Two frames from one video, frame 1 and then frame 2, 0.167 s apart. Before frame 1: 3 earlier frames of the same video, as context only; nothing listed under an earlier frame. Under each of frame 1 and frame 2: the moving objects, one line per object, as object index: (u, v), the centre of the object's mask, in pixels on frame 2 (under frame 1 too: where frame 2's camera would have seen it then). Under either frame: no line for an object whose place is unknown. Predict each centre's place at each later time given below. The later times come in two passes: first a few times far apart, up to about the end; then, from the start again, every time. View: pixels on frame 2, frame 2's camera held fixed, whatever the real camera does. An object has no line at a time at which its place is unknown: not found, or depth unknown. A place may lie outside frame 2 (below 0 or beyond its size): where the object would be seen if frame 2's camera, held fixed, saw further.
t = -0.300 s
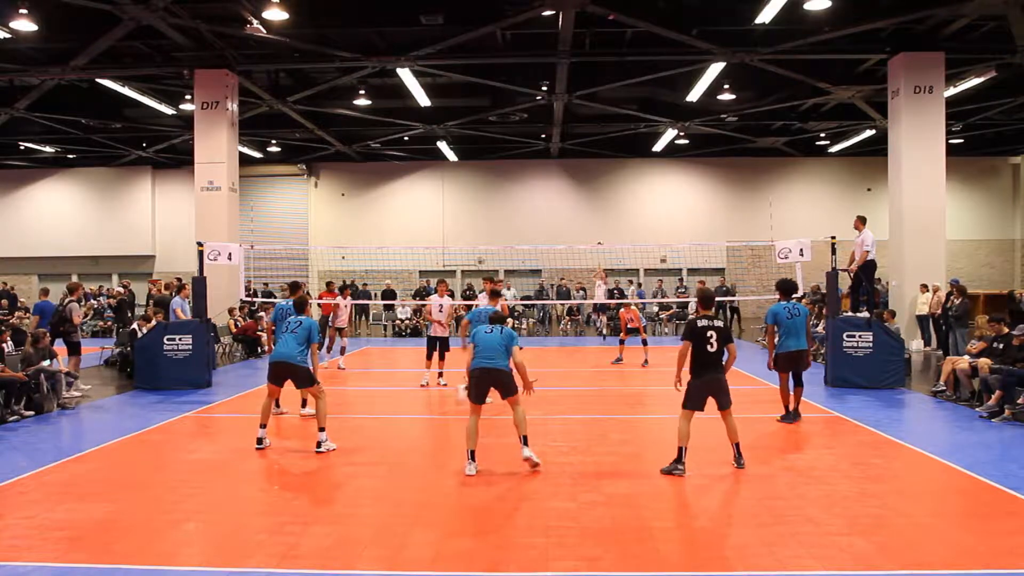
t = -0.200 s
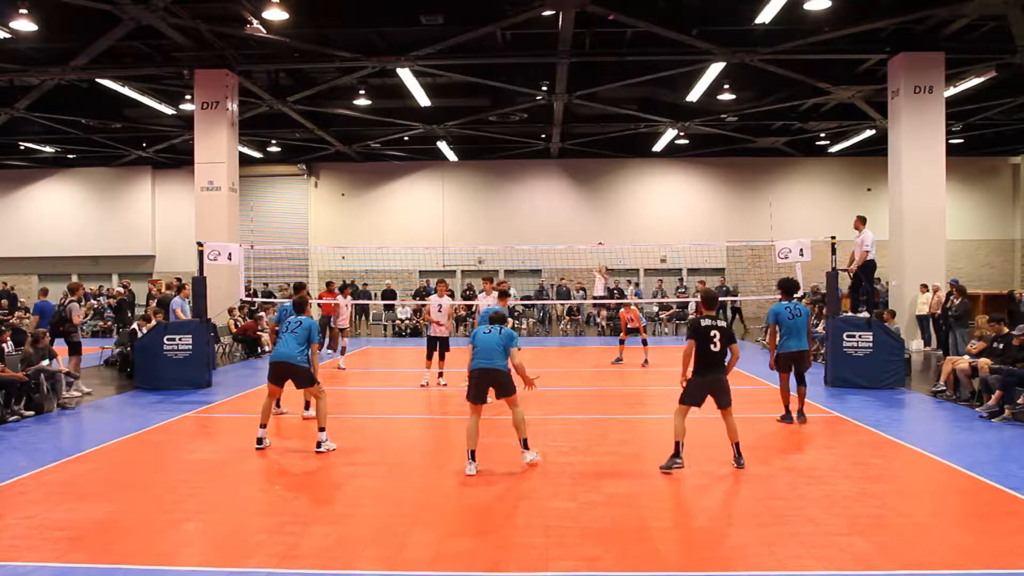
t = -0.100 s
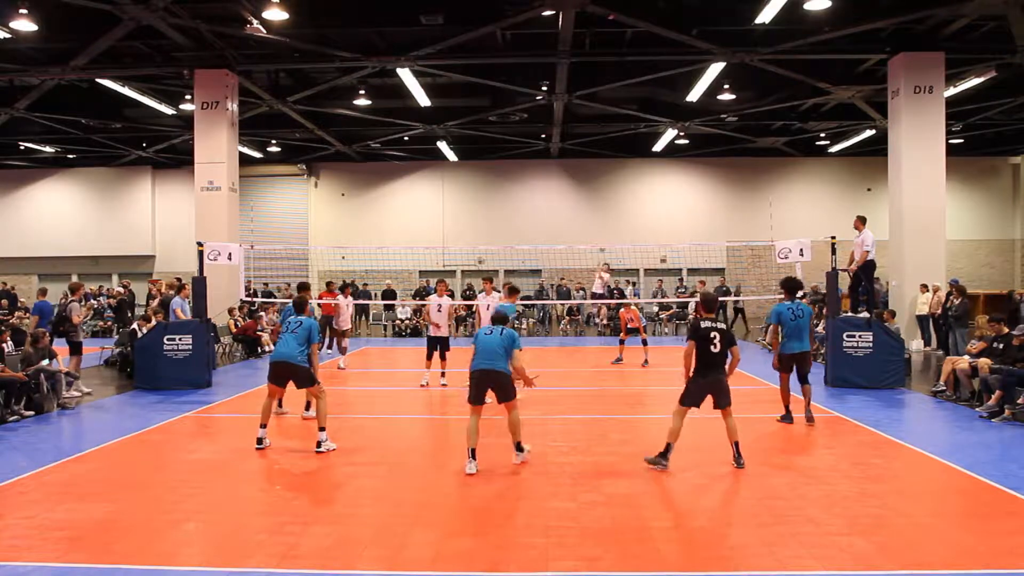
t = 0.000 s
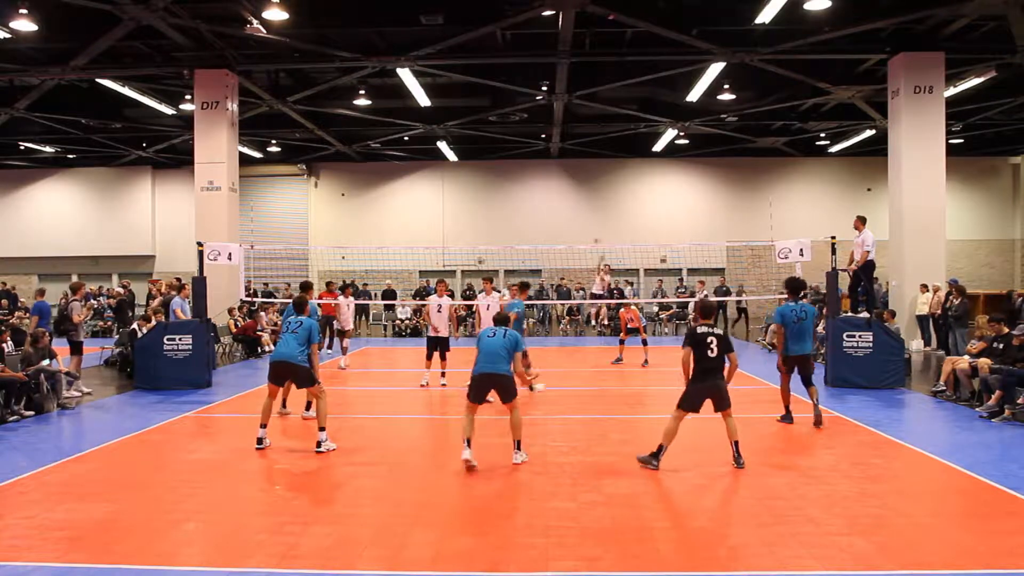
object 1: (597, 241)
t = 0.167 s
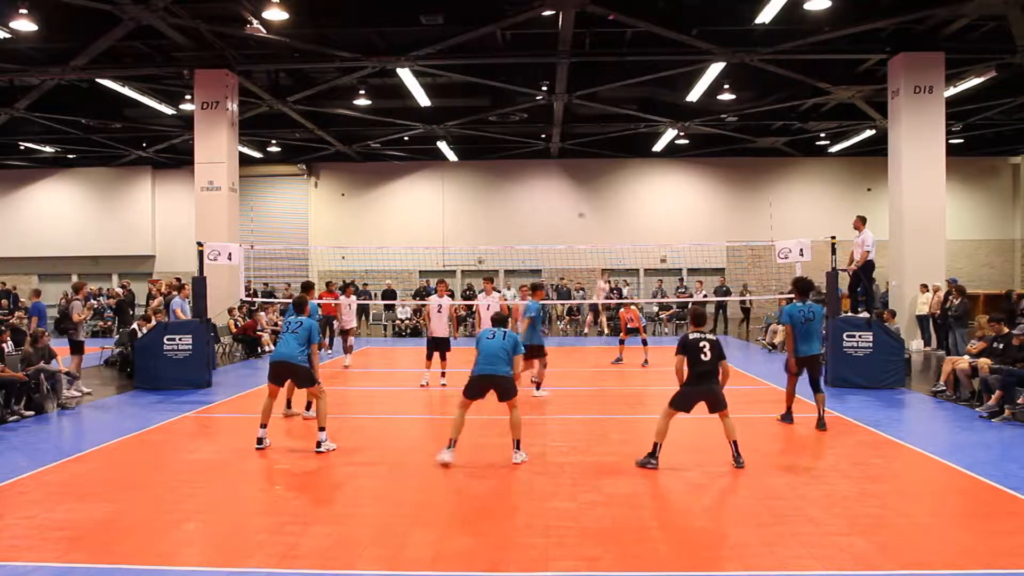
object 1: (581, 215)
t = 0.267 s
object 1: (568, 203)
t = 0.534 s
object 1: (529, 184)
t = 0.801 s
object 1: (469, 193)
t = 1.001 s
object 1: (400, 237)
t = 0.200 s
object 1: (576, 209)
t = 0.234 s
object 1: (573, 206)
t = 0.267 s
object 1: (568, 203)
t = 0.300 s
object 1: (564, 200)
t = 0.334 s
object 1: (560, 196)
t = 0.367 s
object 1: (555, 193)
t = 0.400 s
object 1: (551, 191)
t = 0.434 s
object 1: (545, 188)
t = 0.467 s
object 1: (540, 187)
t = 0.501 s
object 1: (534, 185)
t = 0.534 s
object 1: (529, 184)
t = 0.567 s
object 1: (522, 183)
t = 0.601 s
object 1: (516, 183)
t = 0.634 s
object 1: (509, 183)
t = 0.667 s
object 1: (501, 184)
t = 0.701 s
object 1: (493, 186)
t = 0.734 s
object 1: (485, 188)
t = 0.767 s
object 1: (476, 191)
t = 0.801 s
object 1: (469, 193)
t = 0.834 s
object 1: (459, 199)
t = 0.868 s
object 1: (448, 205)
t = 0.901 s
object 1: (437, 210)
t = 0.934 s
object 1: (425, 217)
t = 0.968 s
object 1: (414, 226)
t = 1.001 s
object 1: (400, 237)
